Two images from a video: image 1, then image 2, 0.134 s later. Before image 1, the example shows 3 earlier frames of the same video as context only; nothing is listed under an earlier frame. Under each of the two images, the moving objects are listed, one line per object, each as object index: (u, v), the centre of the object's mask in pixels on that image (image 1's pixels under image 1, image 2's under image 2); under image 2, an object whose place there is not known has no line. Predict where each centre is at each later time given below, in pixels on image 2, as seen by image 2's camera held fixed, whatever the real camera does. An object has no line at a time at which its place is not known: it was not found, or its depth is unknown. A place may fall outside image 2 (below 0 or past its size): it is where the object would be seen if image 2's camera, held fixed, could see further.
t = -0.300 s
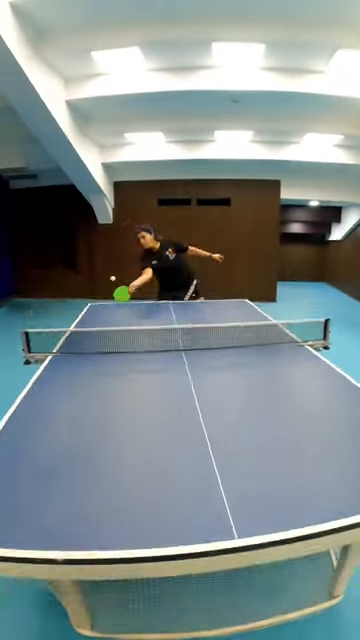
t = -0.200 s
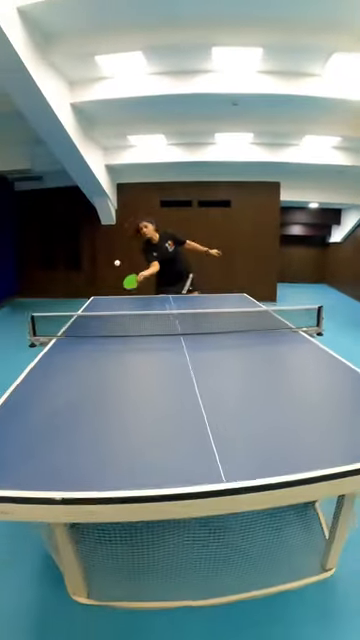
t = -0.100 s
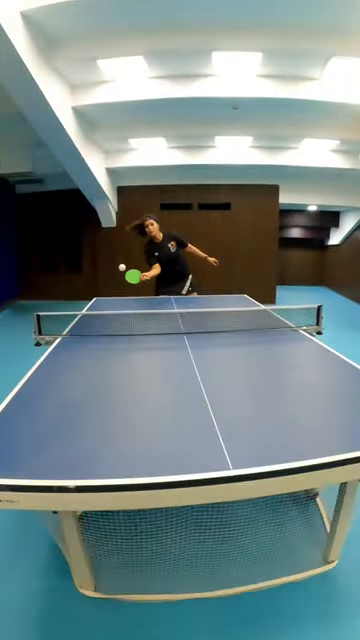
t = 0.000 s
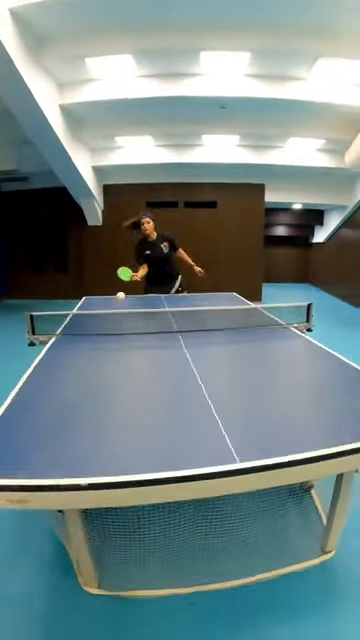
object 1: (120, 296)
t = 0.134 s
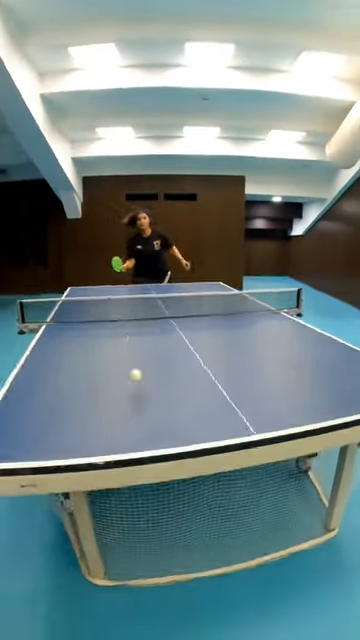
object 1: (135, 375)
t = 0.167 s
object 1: (138, 383)
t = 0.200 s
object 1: (142, 376)
